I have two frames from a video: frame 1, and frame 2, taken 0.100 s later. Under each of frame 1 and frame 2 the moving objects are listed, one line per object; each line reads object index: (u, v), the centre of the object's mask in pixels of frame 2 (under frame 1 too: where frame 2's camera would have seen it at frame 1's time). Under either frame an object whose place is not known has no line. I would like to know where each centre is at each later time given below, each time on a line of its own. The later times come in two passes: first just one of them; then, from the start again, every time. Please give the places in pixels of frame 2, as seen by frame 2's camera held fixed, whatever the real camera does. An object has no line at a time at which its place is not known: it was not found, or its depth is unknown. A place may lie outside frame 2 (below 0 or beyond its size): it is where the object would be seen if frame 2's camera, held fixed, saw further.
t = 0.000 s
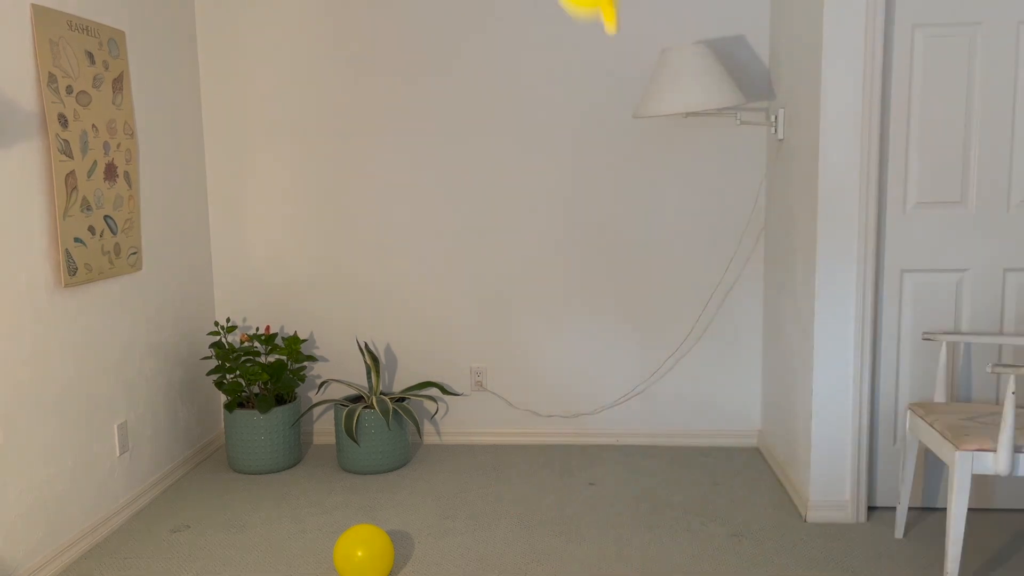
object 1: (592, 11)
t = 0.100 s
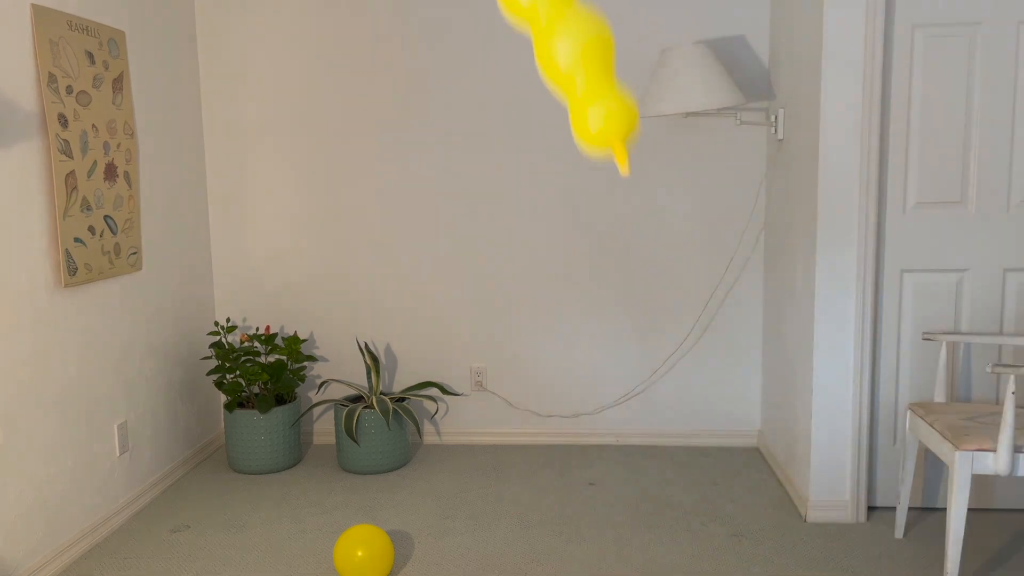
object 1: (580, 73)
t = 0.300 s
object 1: (635, 362)
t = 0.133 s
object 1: (577, 99)
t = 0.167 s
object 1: (583, 145)
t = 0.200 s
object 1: (594, 198)
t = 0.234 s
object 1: (607, 251)
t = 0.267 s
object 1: (619, 304)
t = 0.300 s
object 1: (635, 362)
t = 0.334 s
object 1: (650, 421)
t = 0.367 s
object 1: (651, 472)
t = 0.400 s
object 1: (644, 507)
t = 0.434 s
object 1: (640, 538)
